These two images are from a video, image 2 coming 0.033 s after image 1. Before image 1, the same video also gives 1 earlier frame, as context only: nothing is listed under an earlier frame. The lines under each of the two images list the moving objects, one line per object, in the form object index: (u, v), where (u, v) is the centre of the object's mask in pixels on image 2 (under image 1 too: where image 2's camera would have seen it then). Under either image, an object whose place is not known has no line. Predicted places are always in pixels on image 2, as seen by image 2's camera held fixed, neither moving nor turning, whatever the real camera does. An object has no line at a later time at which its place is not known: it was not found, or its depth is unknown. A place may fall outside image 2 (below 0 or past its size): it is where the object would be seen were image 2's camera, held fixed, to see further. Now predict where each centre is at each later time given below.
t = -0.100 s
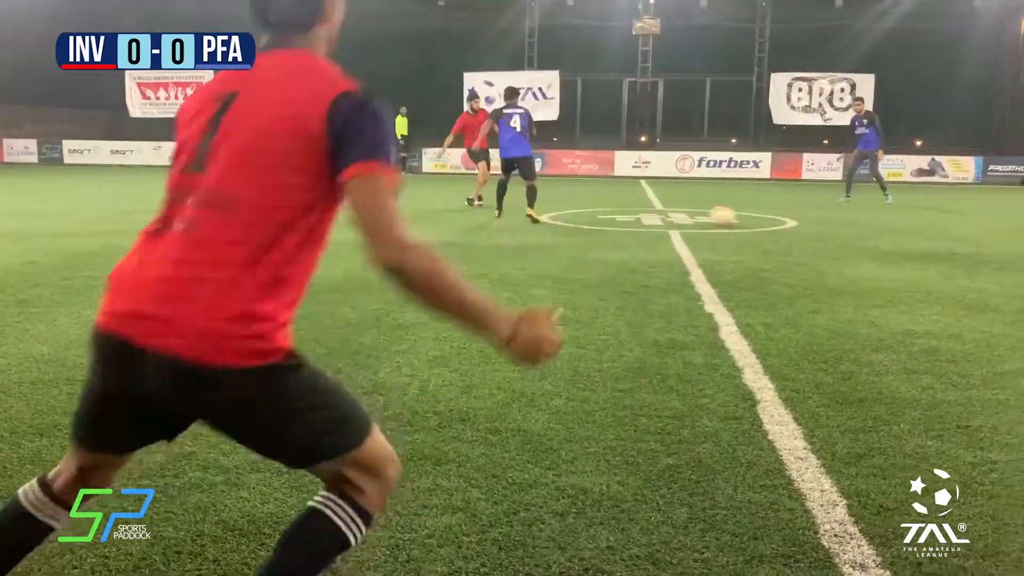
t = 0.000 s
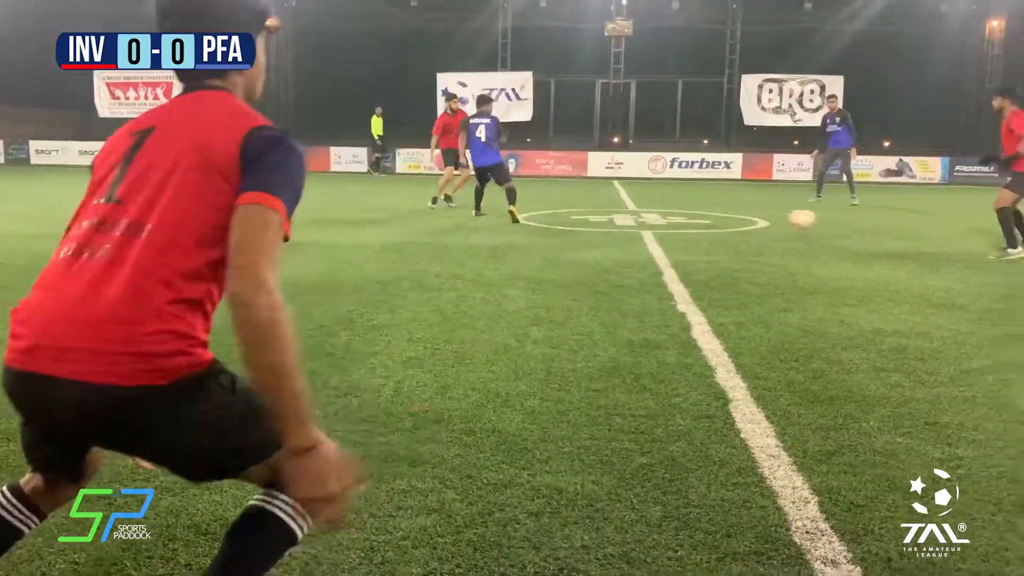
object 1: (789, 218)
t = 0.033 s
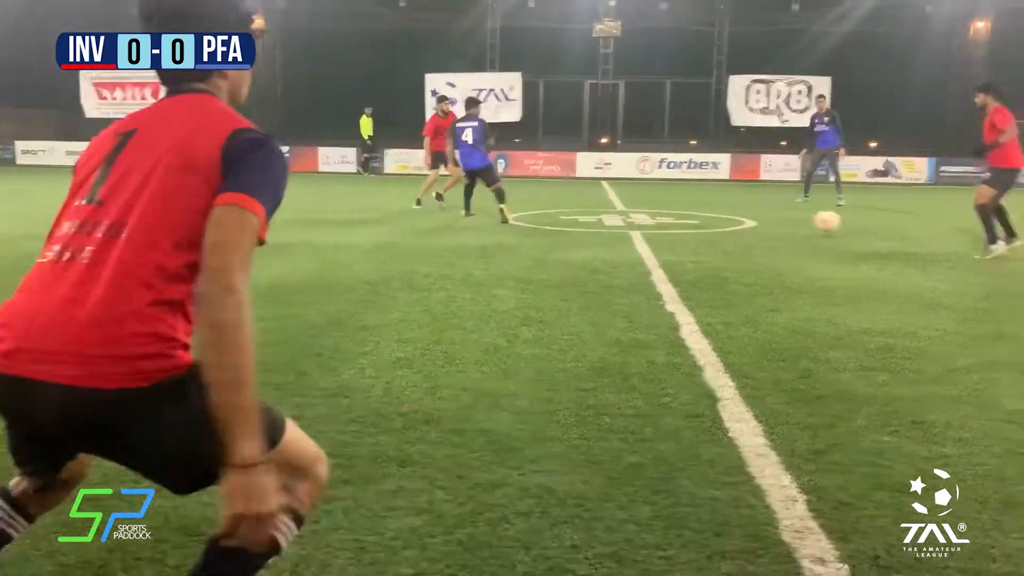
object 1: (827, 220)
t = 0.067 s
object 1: (866, 224)
